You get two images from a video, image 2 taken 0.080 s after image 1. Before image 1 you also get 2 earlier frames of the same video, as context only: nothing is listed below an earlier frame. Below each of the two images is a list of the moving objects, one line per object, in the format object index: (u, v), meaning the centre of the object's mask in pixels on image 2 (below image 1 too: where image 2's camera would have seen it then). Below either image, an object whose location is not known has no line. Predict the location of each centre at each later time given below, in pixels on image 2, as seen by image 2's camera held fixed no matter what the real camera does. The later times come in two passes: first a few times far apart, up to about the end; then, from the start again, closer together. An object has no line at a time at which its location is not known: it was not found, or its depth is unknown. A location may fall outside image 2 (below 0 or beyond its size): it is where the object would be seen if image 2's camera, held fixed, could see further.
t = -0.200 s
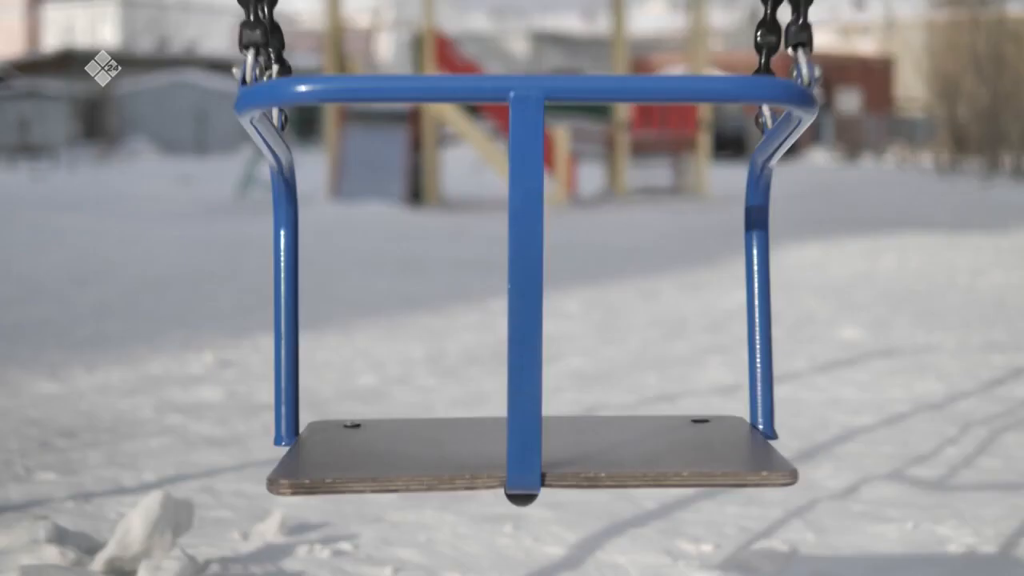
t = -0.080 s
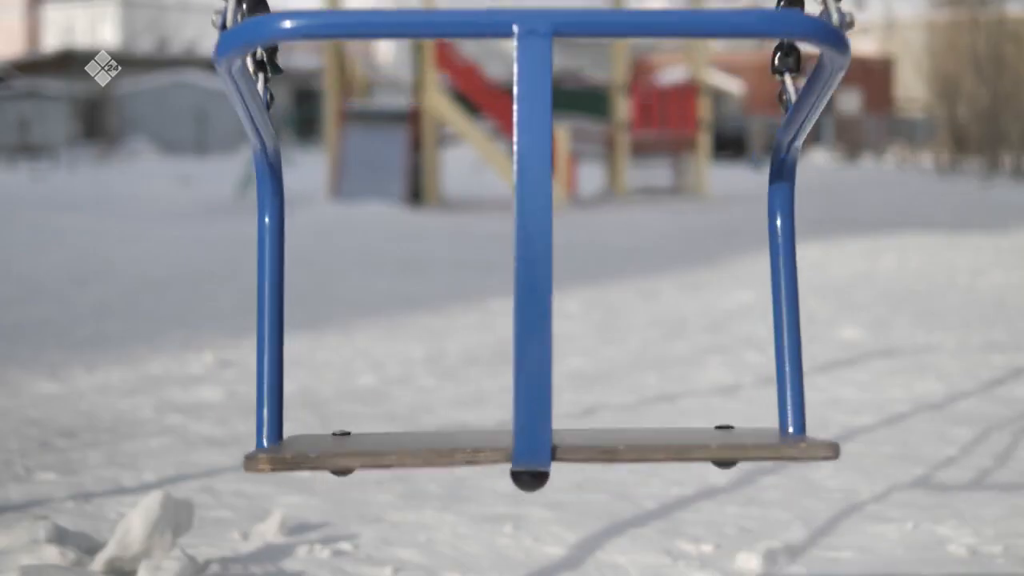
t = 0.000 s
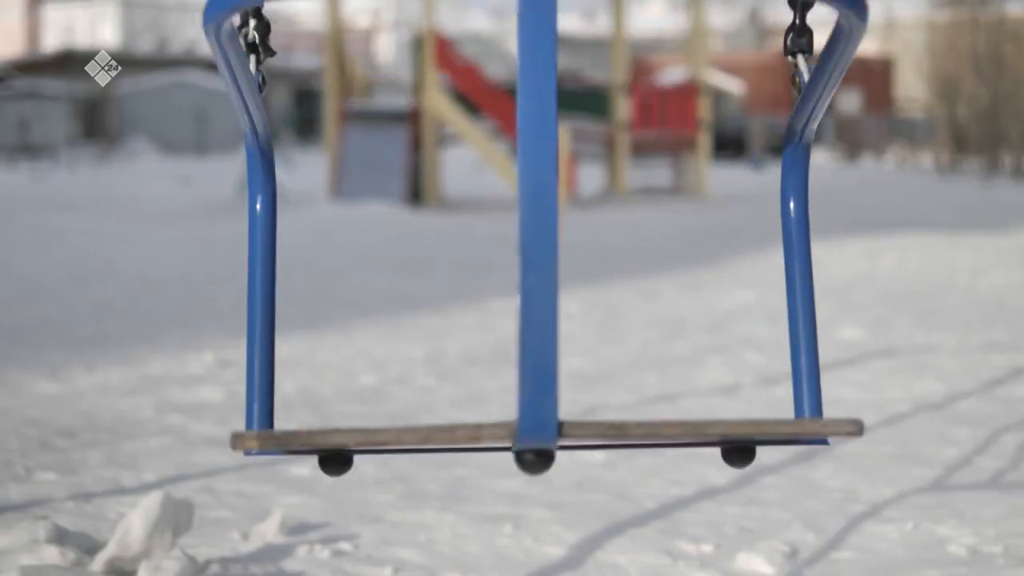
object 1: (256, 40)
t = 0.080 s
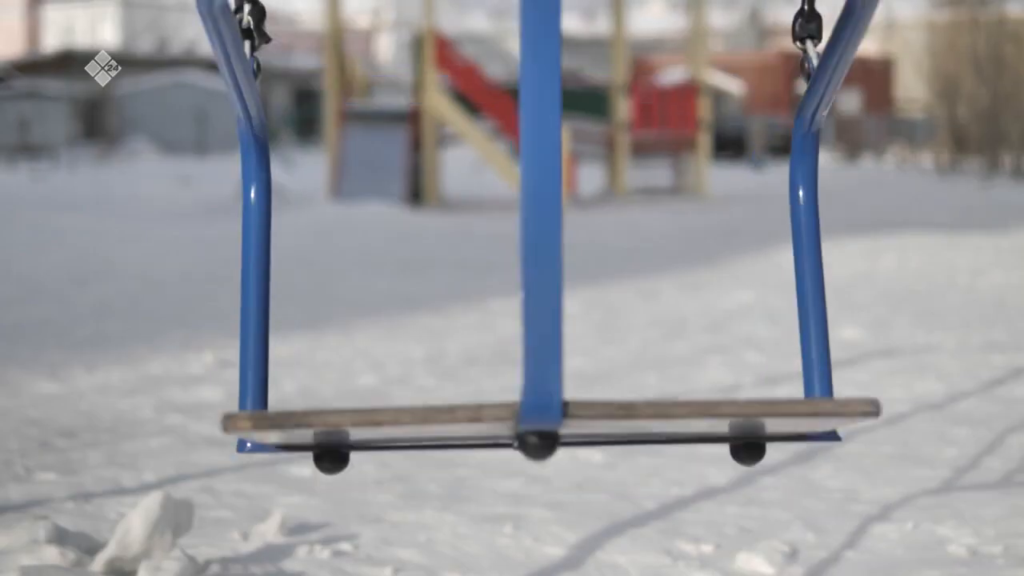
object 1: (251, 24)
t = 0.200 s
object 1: (251, 25)
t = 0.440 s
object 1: (247, 13)
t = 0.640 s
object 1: (274, 55)
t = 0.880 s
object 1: (298, 54)
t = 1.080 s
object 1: (309, 41)
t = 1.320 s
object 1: (308, 41)
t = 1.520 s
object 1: (297, 54)
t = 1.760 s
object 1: (274, 55)
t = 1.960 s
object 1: (248, 15)
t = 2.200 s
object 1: (253, 28)
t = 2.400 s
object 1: (258, 43)
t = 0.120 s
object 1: (251, 22)
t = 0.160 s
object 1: (250, 25)
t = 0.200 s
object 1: (251, 25)
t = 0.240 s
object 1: (251, 23)
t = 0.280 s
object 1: (252, 28)
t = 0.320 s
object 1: (253, 29)
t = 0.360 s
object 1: (257, 42)
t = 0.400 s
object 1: (261, 56)
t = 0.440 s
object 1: (247, 13)
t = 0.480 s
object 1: (251, 24)
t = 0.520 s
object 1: (258, 35)
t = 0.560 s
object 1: (264, 44)
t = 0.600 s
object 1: (269, 51)
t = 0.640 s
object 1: (274, 55)
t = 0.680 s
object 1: (279, 58)
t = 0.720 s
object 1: (283, 58)
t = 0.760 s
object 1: (287, 59)
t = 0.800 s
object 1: (291, 58)
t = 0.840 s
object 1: (295, 57)
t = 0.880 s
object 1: (298, 54)
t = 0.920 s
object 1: (301, 51)
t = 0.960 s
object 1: (303, 48)
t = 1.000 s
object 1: (305, 45)
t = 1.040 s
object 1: (307, 43)
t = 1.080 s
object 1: (309, 41)
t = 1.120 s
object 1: (310, 40)
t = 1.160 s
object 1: (310, 39)
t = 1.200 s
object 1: (310, 39)
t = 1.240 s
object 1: (309, 39)
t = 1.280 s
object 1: (309, 40)
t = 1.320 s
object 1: (308, 41)
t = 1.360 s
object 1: (306, 42)
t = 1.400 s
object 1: (304, 45)
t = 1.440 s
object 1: (302, 48)
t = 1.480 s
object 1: (300, 52)
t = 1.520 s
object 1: (297, 54)
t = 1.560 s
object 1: (294, 56)
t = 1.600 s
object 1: (290, 58)
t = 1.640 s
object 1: (286, 58)
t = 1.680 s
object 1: (282, 59)
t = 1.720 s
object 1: (278, 59)
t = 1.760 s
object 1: (274, 55)
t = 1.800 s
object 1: (270, 51)
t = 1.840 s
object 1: (264, 45)
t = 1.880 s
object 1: (259, 37)
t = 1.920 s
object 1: (253, 26)
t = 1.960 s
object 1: (248, 15)
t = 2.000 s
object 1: (264, 63)
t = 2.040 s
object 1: (260, 49)
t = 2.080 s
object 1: (257, 37)
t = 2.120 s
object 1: (255, 32)
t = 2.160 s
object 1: (254, 29)
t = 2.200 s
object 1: (253, 28)
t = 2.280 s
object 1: (254, 30)
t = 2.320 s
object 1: (254, 31)
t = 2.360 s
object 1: (256, 34)
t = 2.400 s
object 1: (258, 43)
